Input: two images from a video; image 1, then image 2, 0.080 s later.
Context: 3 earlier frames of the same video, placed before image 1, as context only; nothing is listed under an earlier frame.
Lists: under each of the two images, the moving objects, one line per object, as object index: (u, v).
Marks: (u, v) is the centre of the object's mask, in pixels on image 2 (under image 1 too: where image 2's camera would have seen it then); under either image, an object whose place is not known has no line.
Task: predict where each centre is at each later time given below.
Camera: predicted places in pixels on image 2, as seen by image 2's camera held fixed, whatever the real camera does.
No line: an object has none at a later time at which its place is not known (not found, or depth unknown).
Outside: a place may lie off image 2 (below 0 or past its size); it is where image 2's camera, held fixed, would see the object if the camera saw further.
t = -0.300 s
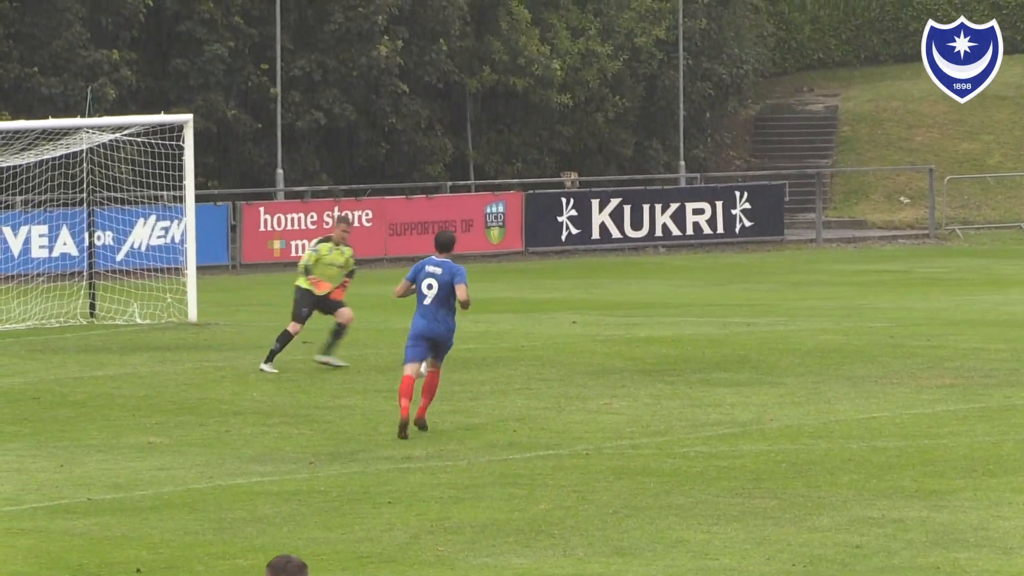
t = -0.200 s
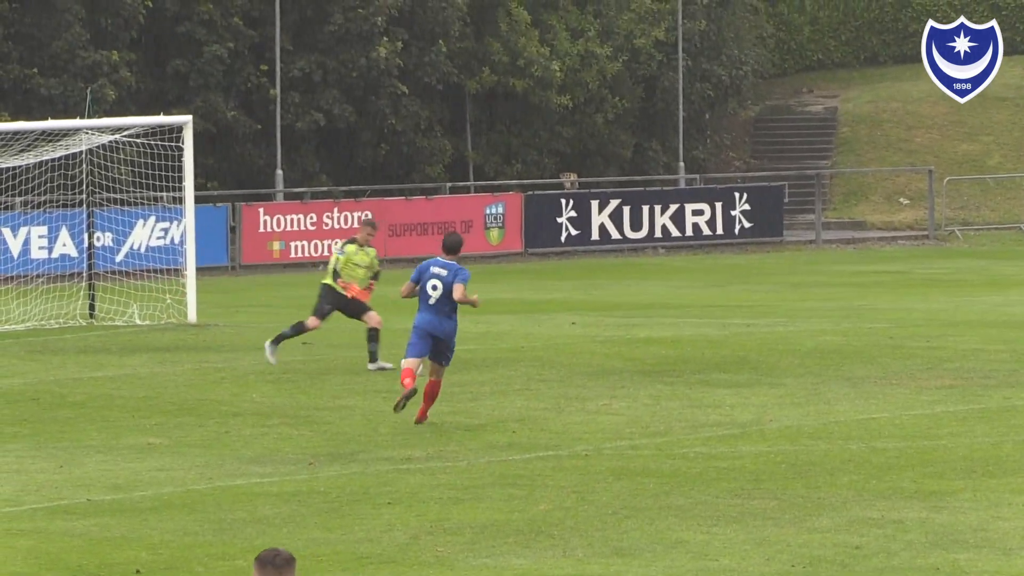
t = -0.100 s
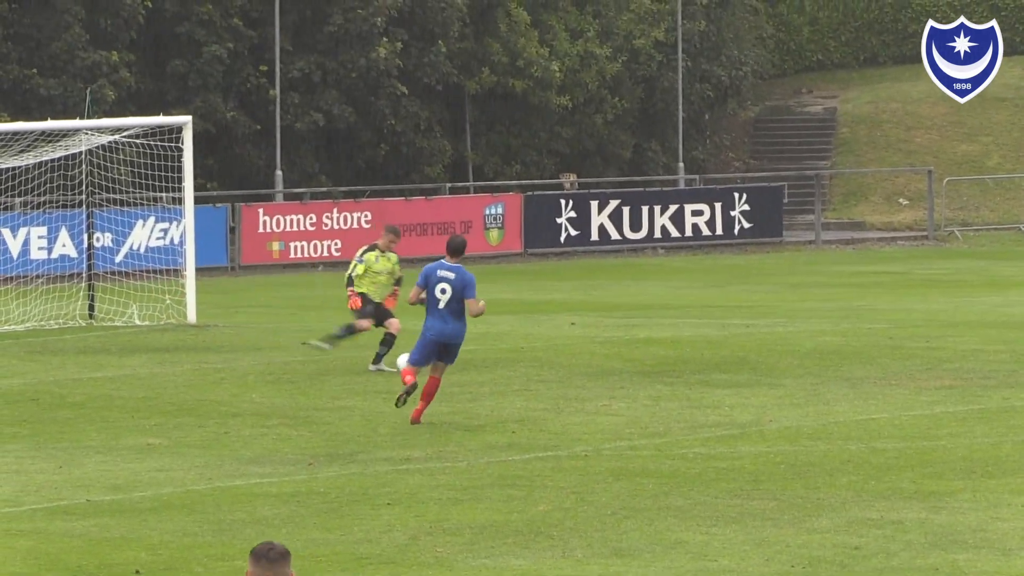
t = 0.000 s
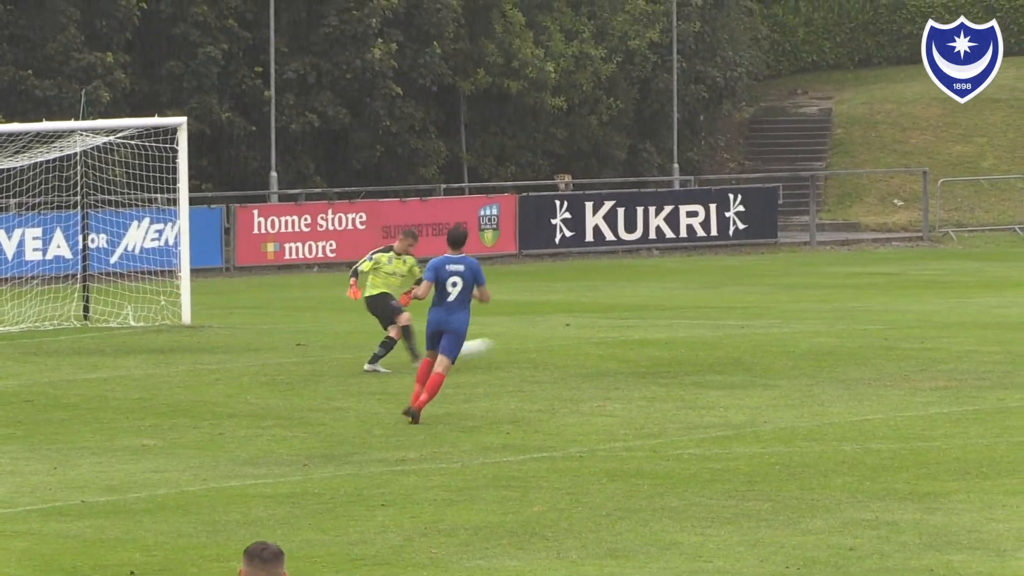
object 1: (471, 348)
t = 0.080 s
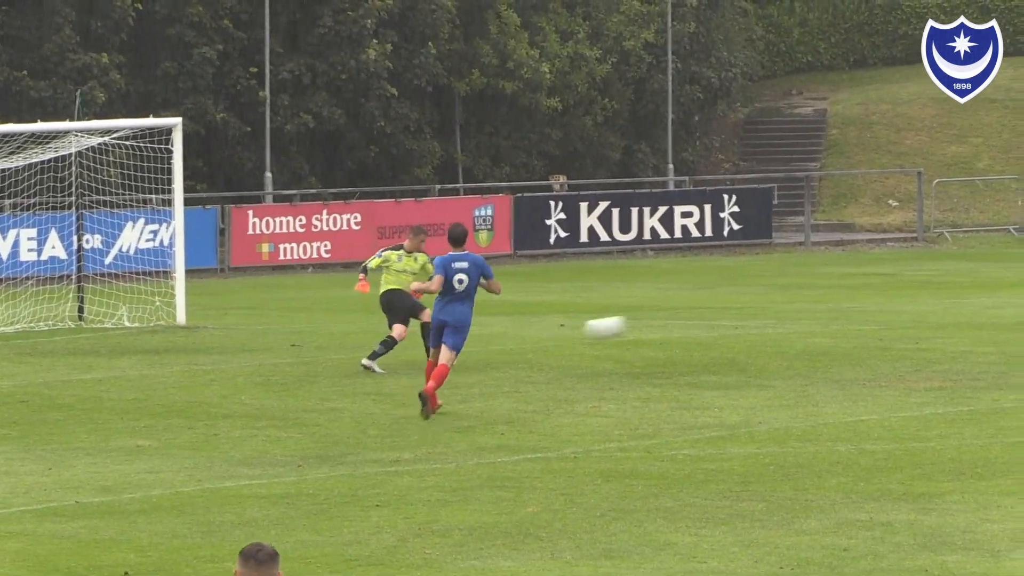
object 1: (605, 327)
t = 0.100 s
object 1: (641, 322)
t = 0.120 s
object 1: (675, 318)
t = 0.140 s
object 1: (708, 313)
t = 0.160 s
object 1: (740, 310)
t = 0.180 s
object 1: (774, 308)
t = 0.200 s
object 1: (806, 305)
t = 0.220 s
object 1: (837, 302)
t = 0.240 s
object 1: (866, 301)
